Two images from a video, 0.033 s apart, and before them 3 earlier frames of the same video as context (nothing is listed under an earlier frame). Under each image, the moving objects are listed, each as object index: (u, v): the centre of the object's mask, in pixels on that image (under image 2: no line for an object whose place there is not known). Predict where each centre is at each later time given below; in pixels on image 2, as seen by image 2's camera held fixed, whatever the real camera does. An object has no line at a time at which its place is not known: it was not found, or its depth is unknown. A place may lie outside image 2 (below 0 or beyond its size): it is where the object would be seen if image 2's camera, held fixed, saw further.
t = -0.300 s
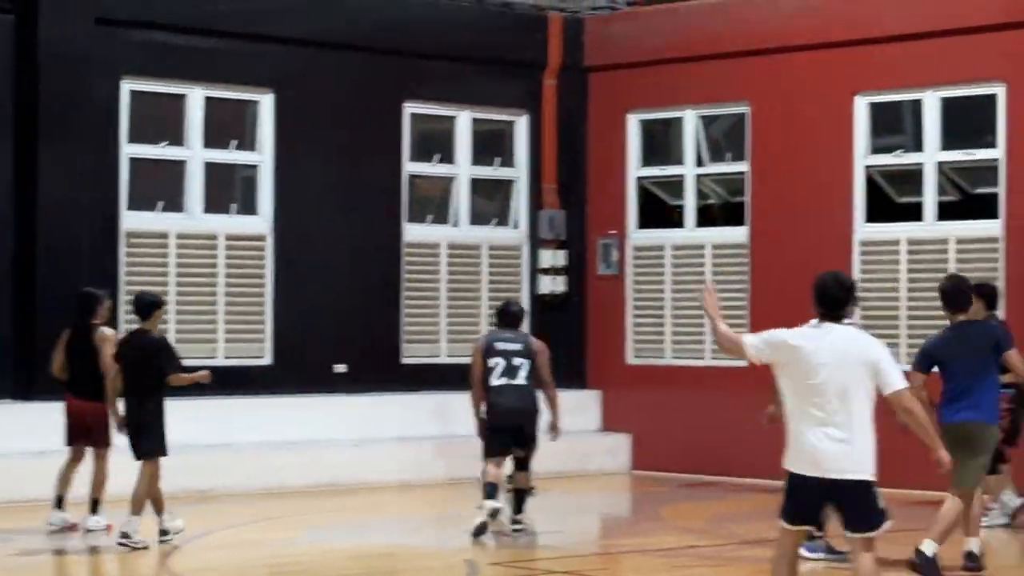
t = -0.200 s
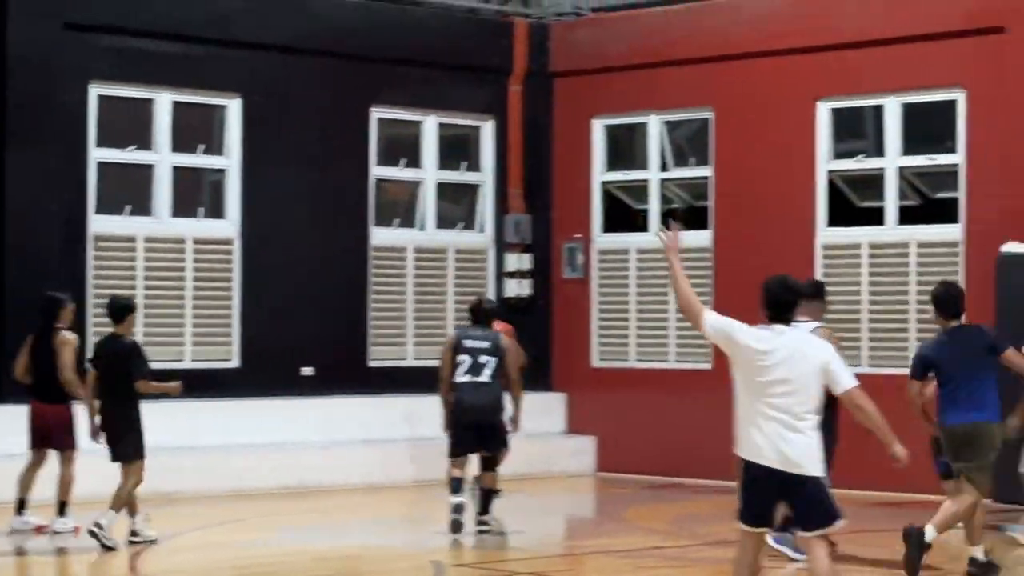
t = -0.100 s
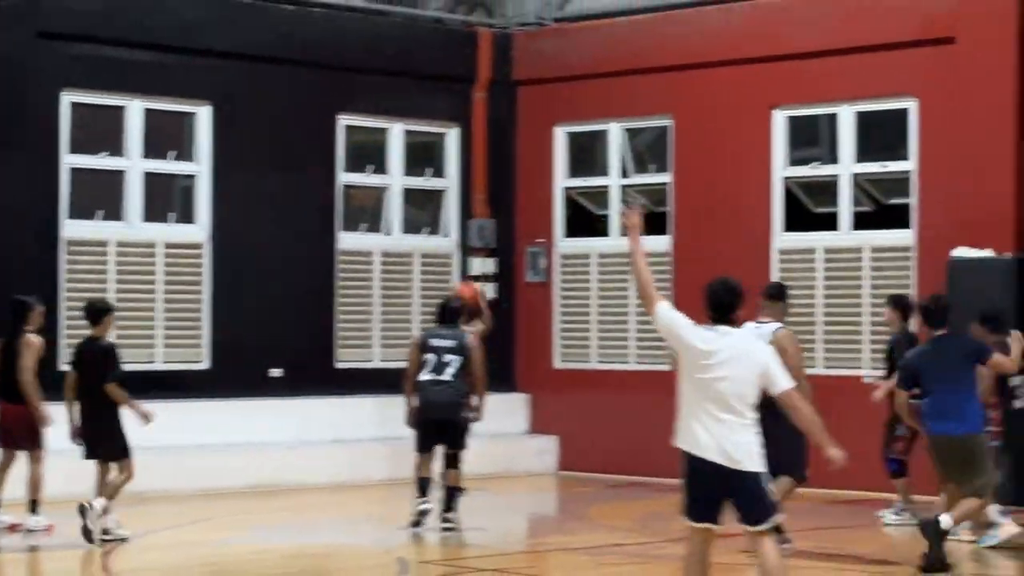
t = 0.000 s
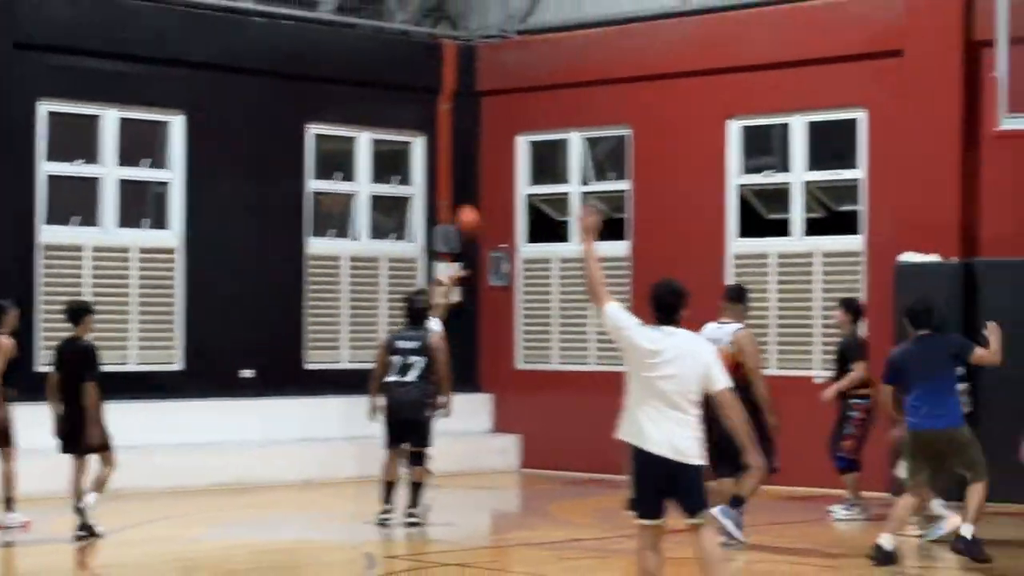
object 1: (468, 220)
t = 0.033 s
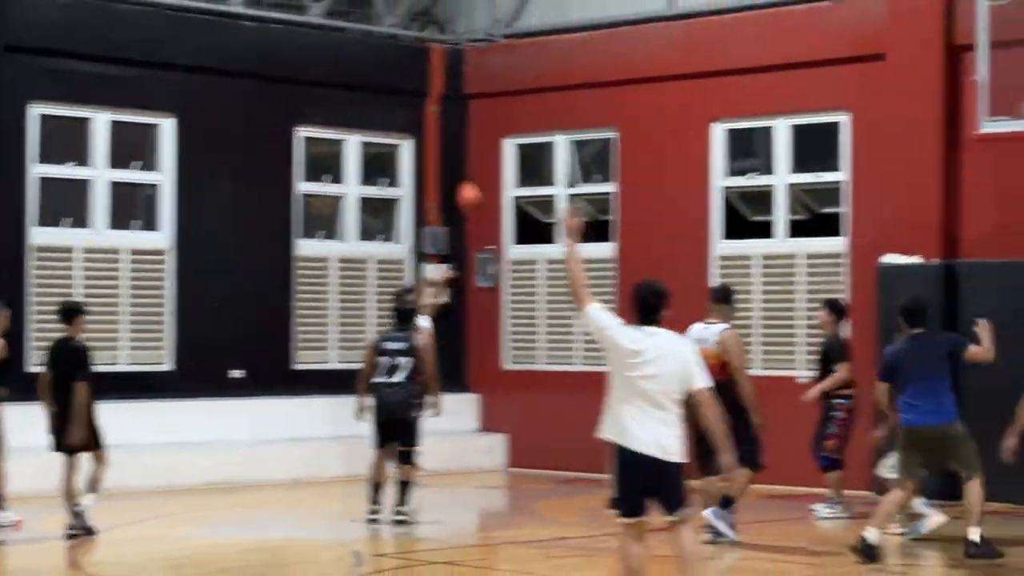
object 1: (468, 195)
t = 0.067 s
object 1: (482, 170)
